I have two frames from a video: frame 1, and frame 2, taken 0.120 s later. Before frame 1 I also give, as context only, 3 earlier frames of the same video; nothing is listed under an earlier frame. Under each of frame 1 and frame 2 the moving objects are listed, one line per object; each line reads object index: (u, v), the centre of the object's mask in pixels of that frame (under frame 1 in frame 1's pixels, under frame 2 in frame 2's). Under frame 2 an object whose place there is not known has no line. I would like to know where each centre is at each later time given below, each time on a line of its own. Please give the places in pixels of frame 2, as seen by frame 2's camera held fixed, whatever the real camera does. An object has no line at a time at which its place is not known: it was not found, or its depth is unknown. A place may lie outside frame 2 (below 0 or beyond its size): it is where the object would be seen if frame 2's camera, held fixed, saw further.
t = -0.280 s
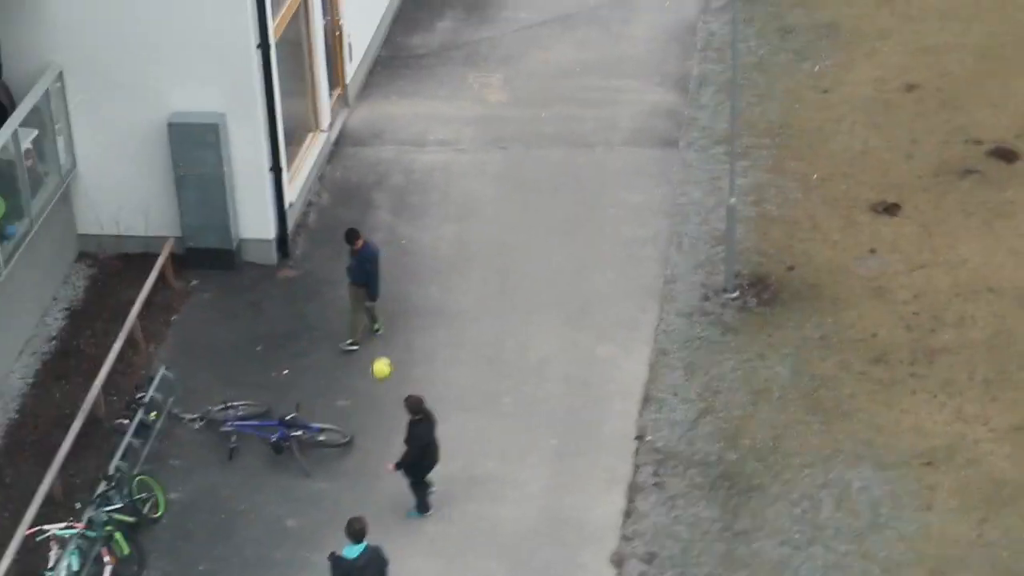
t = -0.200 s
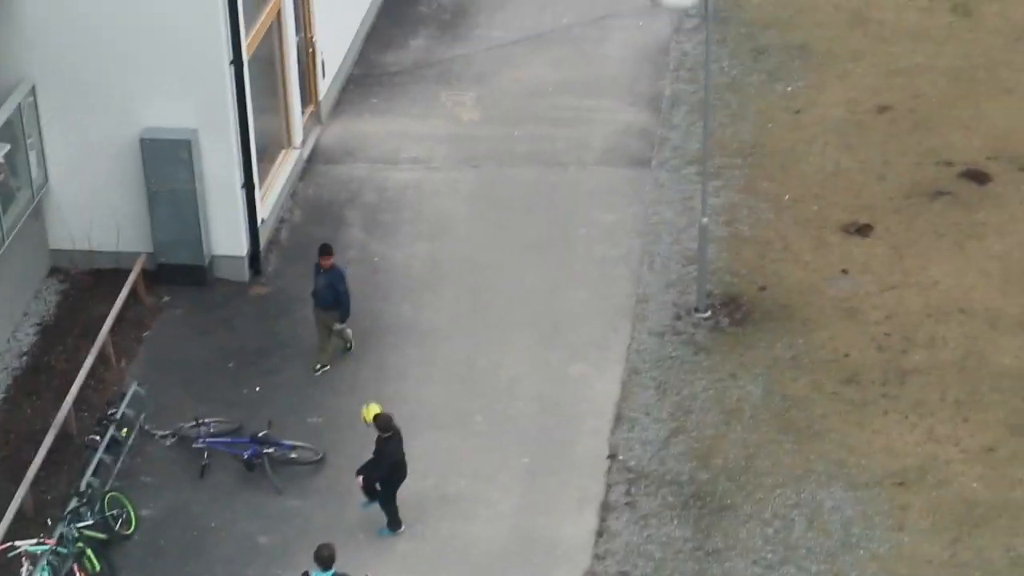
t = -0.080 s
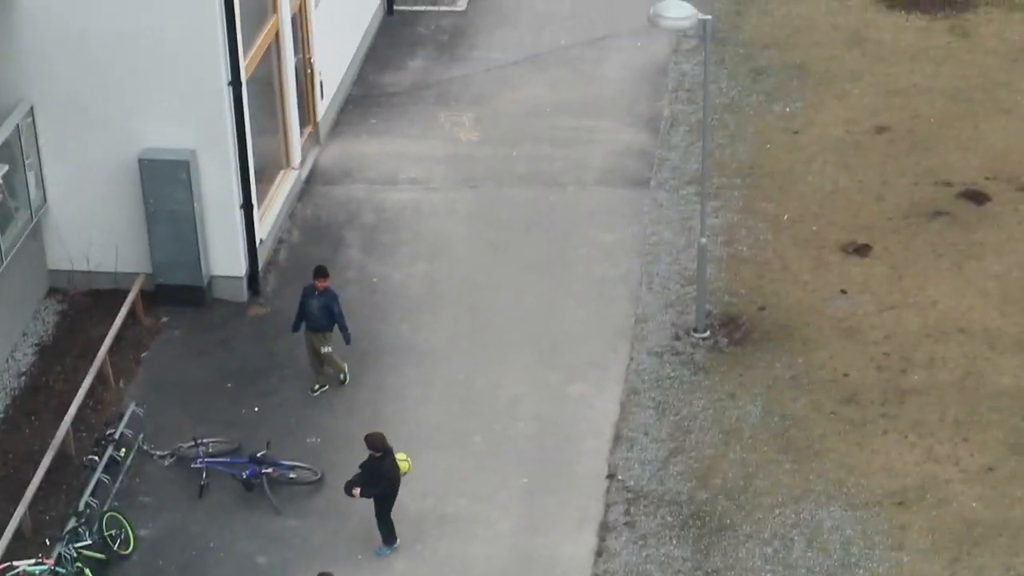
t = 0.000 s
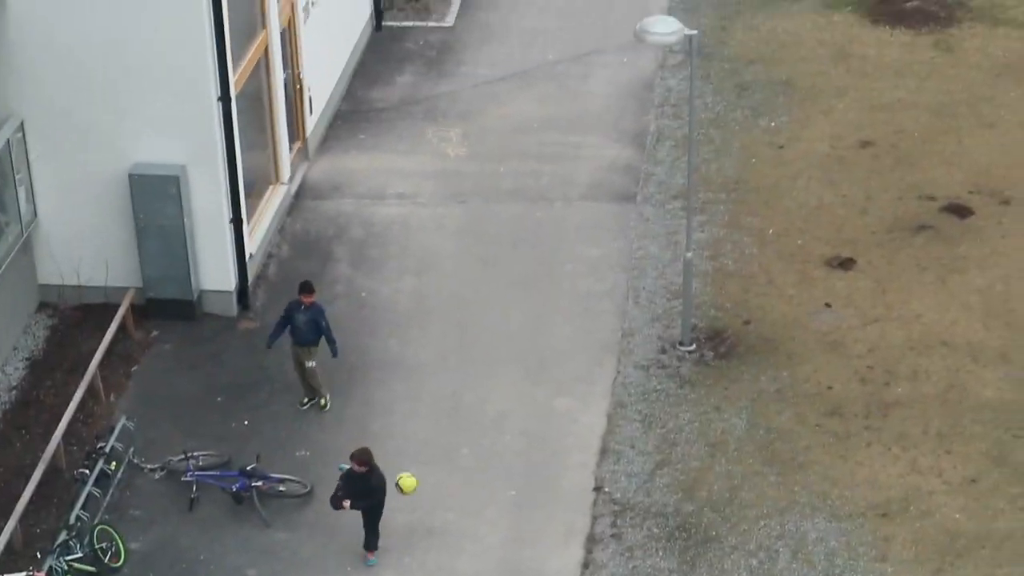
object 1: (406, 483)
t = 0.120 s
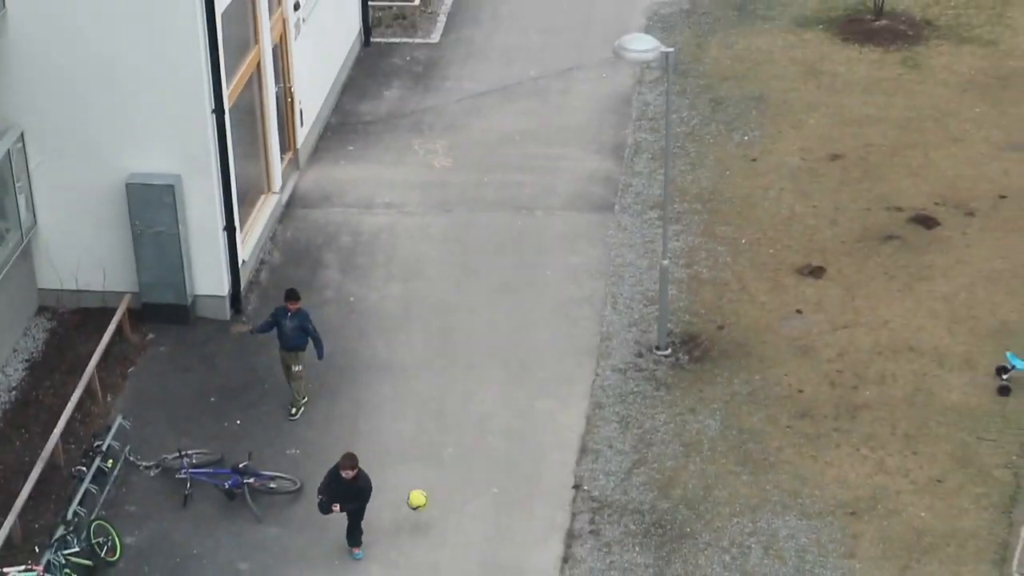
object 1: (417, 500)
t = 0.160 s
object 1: (425, 508)
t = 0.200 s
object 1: (433, 519)
